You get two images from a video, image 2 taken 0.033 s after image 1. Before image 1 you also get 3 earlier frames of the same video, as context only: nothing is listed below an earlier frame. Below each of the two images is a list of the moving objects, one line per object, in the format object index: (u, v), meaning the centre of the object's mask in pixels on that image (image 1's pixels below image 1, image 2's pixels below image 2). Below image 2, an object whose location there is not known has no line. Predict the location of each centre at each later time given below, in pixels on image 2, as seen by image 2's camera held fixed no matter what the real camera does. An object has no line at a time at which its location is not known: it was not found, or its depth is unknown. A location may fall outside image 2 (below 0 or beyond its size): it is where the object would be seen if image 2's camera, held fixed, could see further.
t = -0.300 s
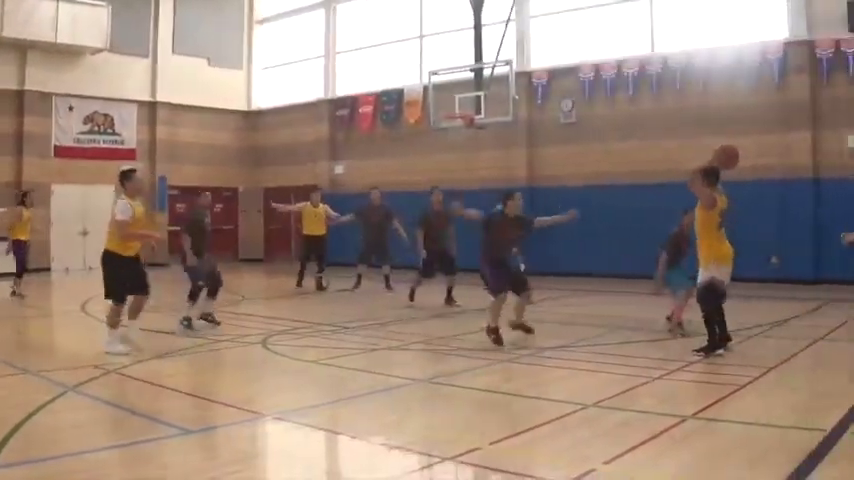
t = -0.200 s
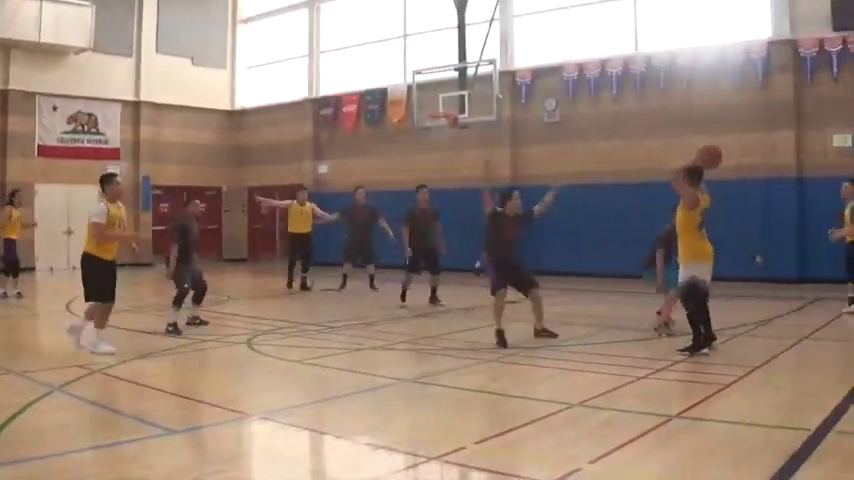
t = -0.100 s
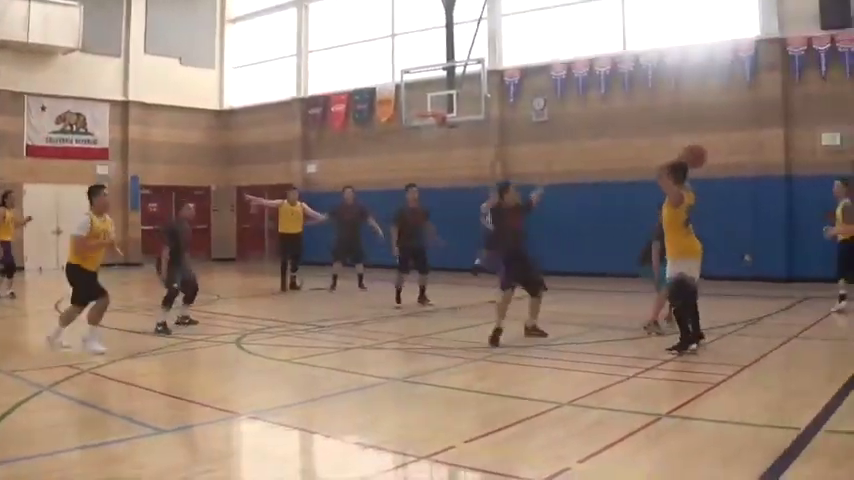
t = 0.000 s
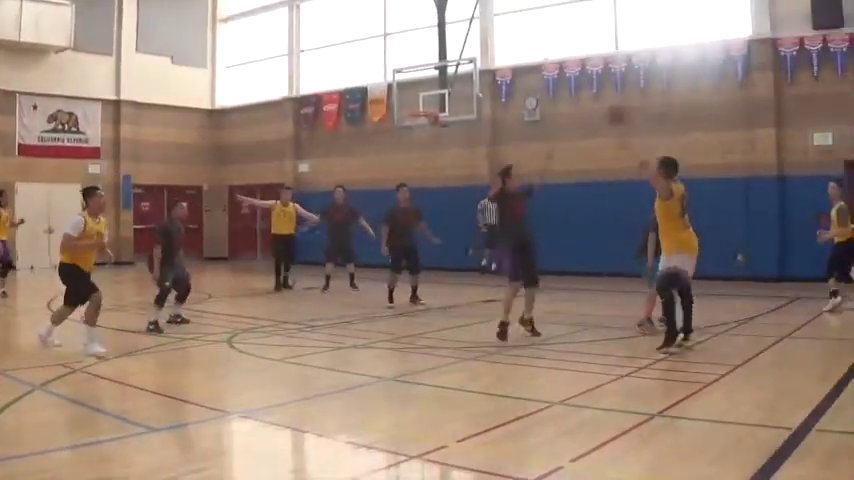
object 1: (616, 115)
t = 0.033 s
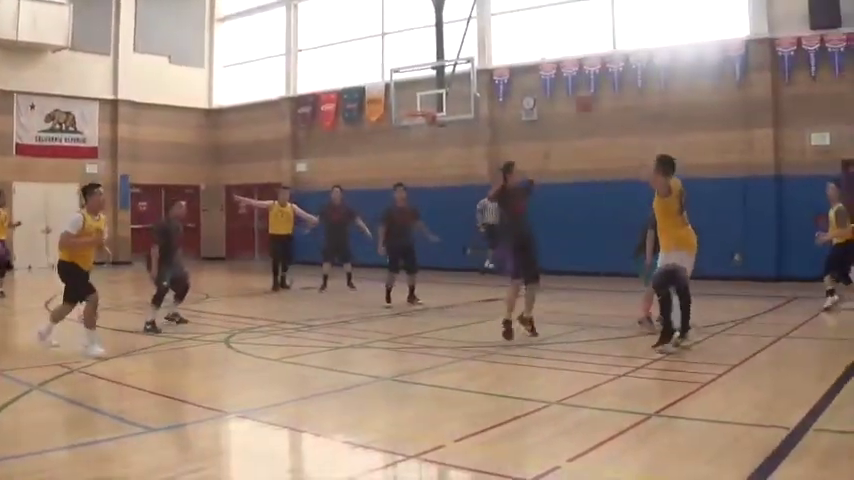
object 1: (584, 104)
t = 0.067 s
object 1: (552, 91)
